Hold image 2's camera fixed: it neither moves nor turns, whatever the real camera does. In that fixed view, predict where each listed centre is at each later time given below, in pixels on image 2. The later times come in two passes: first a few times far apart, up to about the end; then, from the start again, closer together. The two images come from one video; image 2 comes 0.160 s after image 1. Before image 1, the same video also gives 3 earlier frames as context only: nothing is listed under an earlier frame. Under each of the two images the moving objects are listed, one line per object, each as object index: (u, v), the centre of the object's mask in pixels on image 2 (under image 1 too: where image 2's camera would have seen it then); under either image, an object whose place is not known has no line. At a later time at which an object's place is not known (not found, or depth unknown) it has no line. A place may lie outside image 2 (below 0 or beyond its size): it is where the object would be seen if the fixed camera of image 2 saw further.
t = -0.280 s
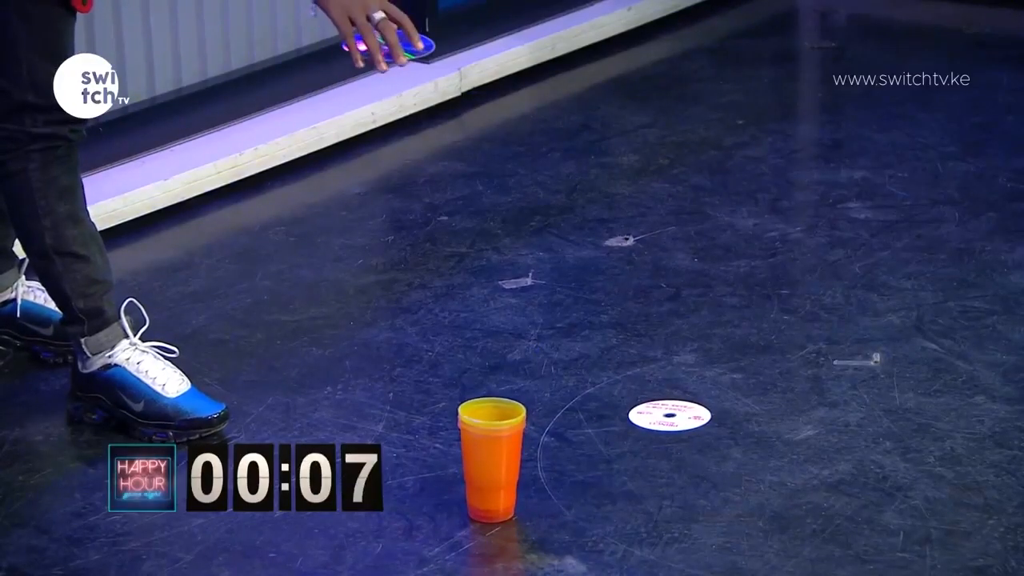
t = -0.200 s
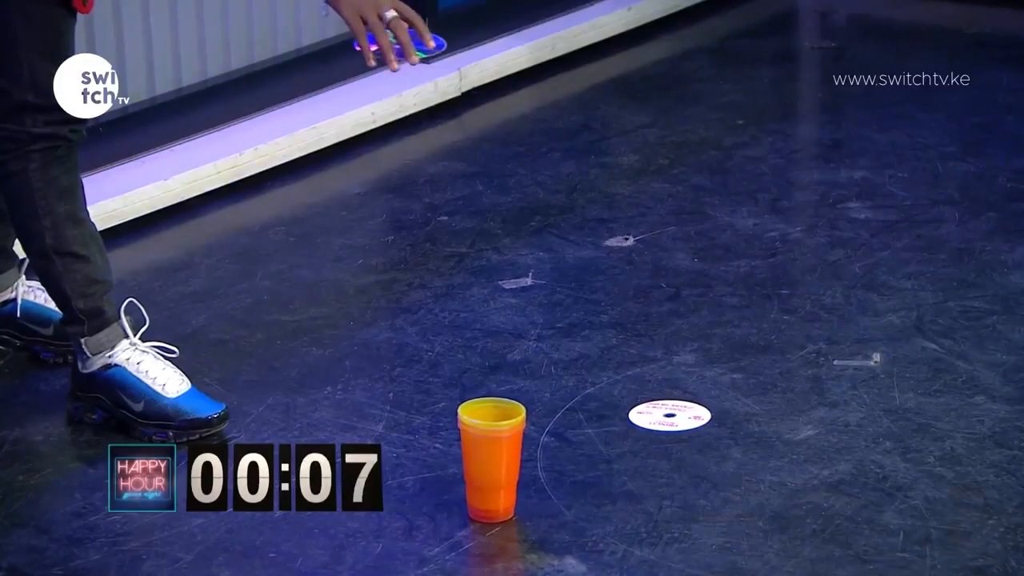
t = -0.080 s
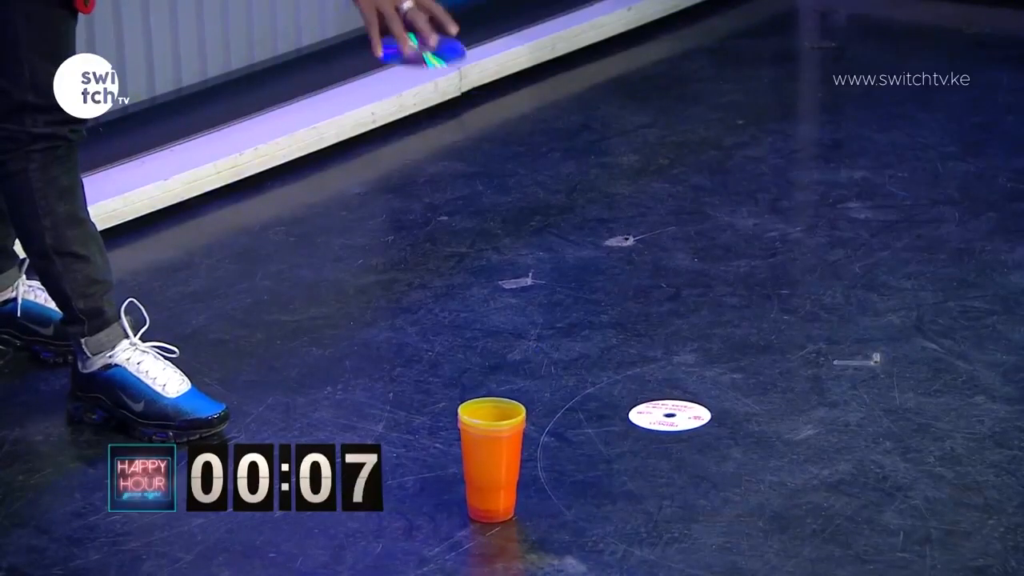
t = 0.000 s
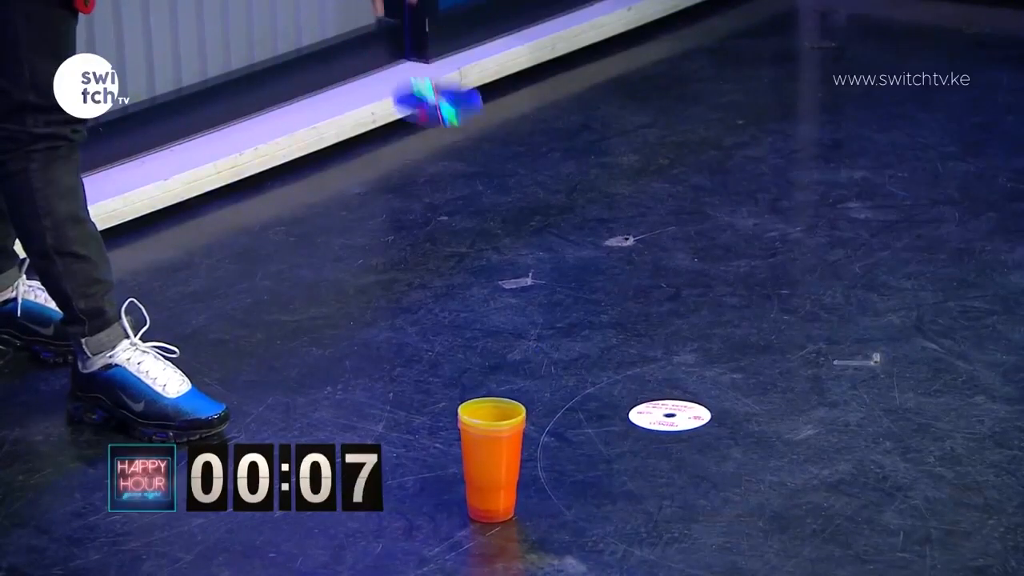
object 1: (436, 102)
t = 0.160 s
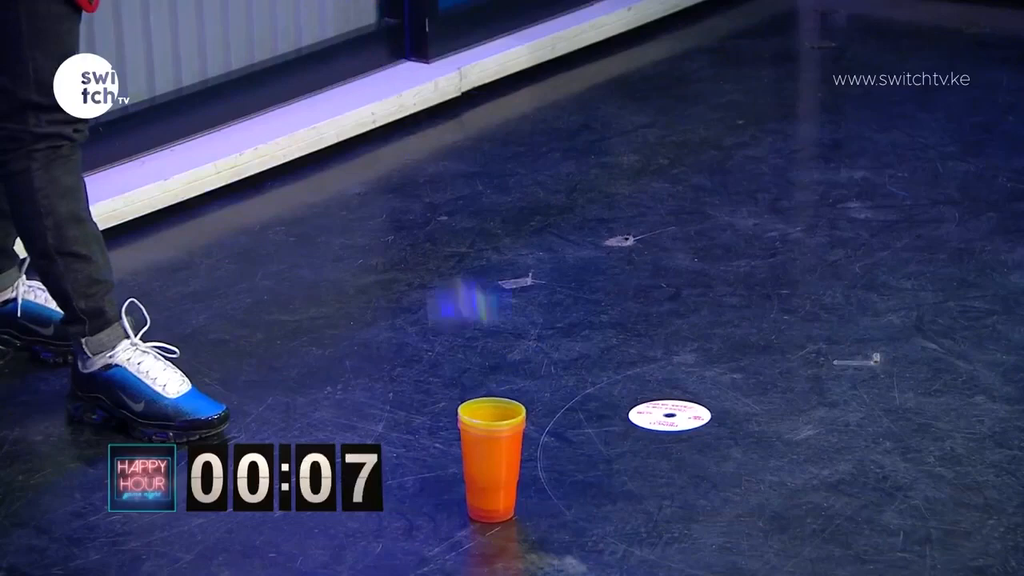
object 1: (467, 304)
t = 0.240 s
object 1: (483, 393)
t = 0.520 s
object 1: (445, 397)
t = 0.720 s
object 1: (430, 454)
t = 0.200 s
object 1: (472, 372)
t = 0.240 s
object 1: (483, 393)
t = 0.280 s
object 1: (482, 381)
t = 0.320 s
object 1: (479, 377)
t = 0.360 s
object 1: (476, 383)
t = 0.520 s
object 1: (445, 397)
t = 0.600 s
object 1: (434, 429)
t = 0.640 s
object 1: (431, 453)
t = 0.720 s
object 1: (430, 454)
